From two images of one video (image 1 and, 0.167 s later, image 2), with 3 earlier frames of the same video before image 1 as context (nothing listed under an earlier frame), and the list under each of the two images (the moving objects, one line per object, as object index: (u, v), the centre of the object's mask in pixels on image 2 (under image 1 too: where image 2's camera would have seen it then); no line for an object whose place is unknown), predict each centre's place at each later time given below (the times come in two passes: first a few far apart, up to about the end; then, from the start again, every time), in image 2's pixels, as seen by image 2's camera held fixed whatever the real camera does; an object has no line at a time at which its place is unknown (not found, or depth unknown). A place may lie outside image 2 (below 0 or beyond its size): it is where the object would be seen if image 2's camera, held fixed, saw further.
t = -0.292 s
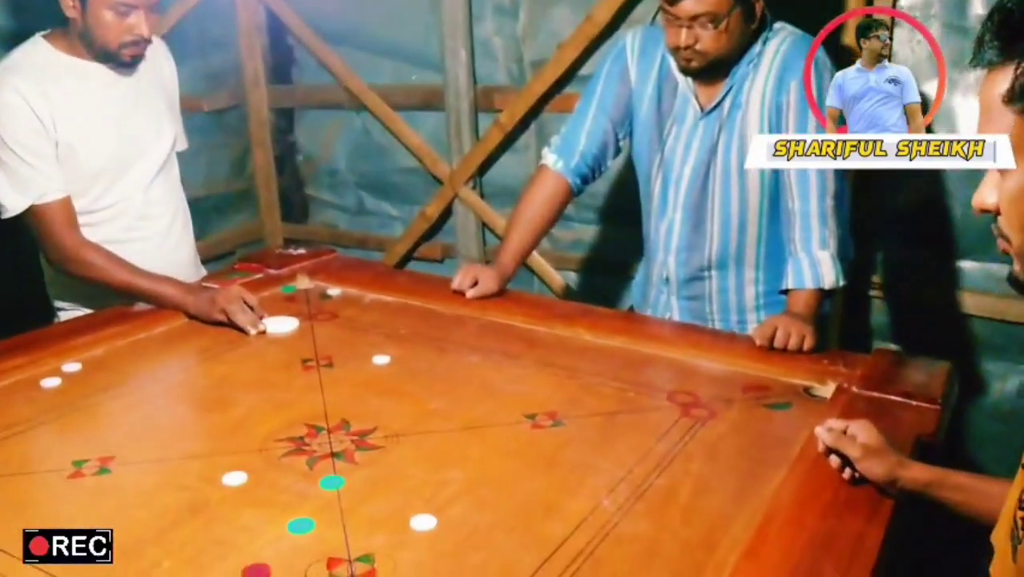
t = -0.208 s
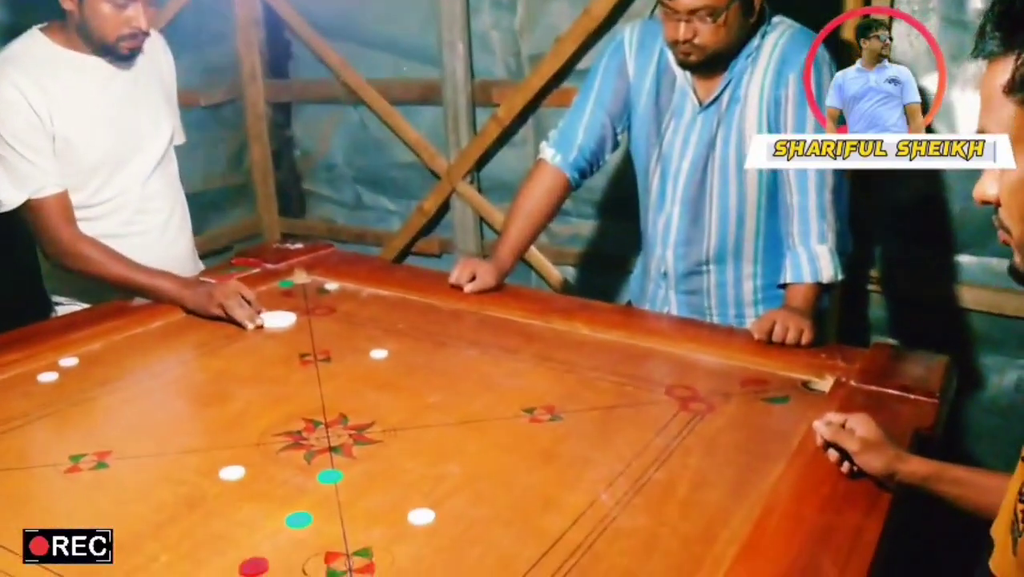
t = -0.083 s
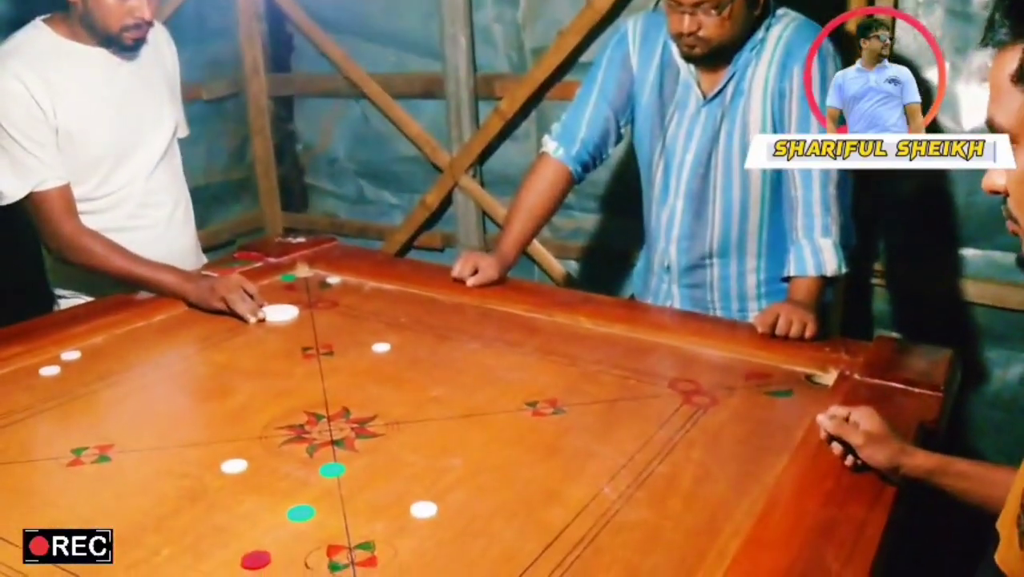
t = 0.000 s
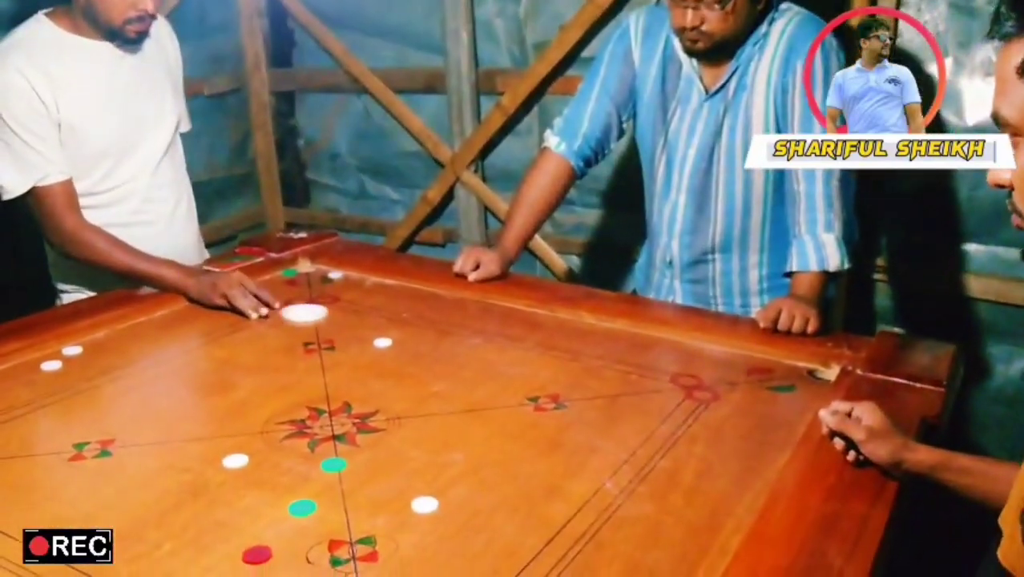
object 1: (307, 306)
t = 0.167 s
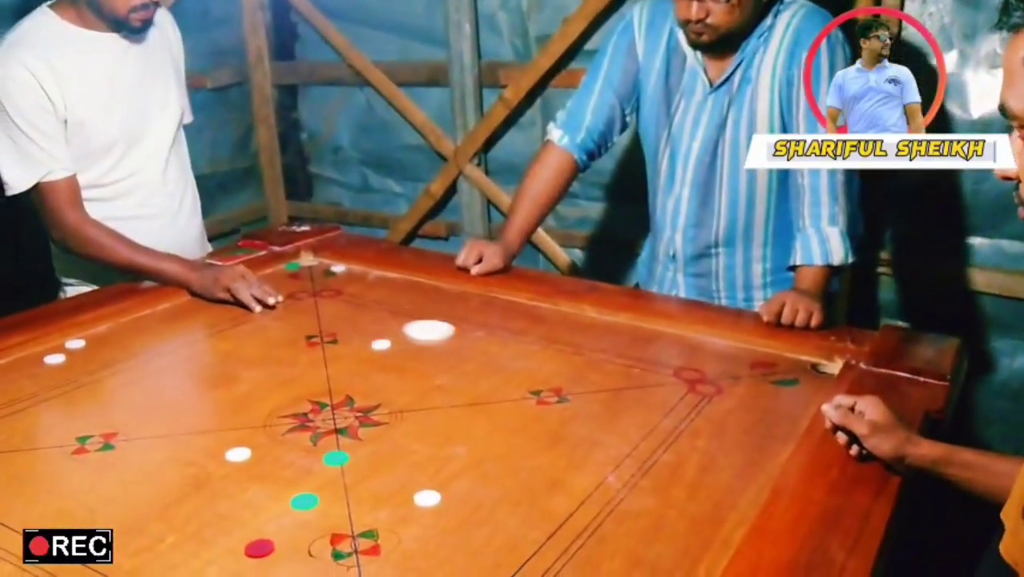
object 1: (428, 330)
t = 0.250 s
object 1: (495, 343)
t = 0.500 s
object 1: (717, 384)
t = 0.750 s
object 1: (693, 372)
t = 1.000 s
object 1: (562, 339)
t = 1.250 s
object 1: (455, 312)
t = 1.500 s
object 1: (368, 291)
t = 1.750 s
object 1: (297, 274)
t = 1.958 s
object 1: (307, 278)
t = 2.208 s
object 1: (343, 290)
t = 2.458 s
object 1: (377, 300)
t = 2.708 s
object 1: (407, 311)
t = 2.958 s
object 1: (431, 321)
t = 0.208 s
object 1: (468, 338)
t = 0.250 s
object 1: (495, 343)
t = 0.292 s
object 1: (536, 350)
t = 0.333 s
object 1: (565, 356)
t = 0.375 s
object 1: (609, 364)
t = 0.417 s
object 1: (639, 370)
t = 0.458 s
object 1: (685, 378)
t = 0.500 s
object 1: (717, 384)
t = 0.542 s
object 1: (764, 392)
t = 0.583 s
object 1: (793, 398)
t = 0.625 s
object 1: (764, 390)
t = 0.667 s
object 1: (743, 385)
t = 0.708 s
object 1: (712, 377)
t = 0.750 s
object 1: (693, 372)
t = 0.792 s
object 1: (664, 364)
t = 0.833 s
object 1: (646, 360)
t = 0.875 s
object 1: (619, 353)
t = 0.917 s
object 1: (602, 349)
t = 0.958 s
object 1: (578, 343)
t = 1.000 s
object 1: (562, 339)
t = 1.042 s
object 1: (539, 333)
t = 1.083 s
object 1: (524, 329)
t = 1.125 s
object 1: (502, 324)
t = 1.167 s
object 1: (488, 320)
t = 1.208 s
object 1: (468, 315)
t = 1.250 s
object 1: (455, 312)
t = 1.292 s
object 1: (436, 307)
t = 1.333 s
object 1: (424, 304)
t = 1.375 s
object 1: (406, 300)
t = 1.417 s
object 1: (395, 297)
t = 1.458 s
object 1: (379, 293)
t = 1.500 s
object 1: (368, 291)
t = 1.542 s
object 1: (353, 287)
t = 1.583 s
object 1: (344, 285)
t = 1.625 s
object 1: (329, 281)
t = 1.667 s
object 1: (319, 279)
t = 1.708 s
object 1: (306, 276)
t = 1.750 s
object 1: (297, 274)
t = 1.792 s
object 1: (285, 271)
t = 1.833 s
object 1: (287, 272)
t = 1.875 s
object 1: (295, 274)
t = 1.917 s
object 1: (300, 276)
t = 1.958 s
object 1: (307, 278)
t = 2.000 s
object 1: (312, 280)
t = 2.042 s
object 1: (320, 282)
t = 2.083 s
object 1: (324, 283)
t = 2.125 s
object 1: (332, 285)
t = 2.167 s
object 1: (336, 287)
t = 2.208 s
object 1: (343, 290)
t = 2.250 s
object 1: (348, 291)
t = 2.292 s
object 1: (355, 293)
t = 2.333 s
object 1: (360, 295)
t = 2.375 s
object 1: (366, 297)
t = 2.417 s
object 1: (371, 298)
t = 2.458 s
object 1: (377, 300)
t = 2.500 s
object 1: (382, 302)
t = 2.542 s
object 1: (388, 304)
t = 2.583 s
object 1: (391, 306)
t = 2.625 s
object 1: (398, 308)
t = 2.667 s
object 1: (402, 309)
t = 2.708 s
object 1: (407, 311)
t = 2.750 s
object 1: (411, 313)
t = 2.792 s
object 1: (416, 315)
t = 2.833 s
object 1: (420, 316)
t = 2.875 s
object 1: (424, 318)
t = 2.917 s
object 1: (427, 319)
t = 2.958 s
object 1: (431, 321)
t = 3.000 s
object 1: (434, 323)
